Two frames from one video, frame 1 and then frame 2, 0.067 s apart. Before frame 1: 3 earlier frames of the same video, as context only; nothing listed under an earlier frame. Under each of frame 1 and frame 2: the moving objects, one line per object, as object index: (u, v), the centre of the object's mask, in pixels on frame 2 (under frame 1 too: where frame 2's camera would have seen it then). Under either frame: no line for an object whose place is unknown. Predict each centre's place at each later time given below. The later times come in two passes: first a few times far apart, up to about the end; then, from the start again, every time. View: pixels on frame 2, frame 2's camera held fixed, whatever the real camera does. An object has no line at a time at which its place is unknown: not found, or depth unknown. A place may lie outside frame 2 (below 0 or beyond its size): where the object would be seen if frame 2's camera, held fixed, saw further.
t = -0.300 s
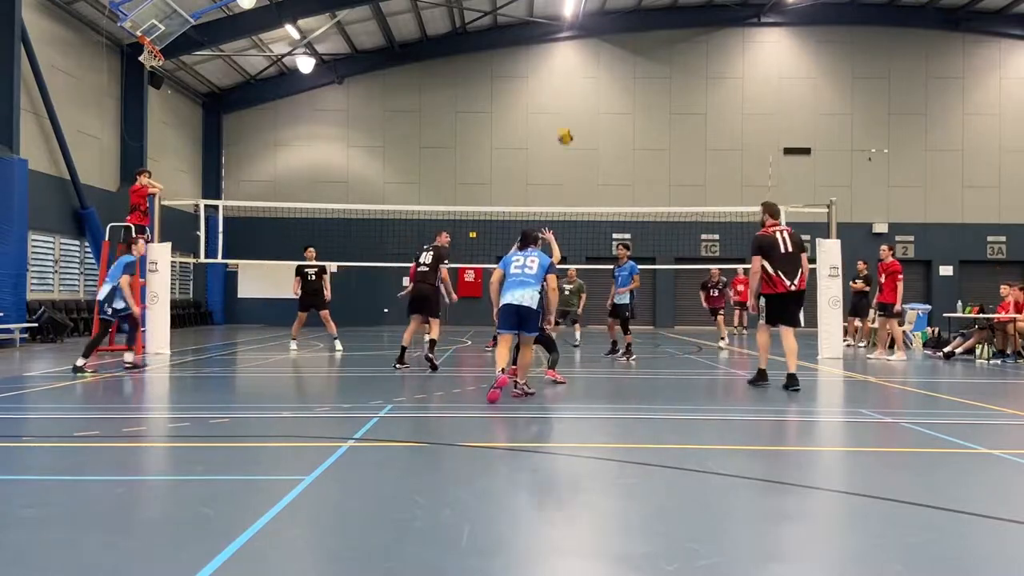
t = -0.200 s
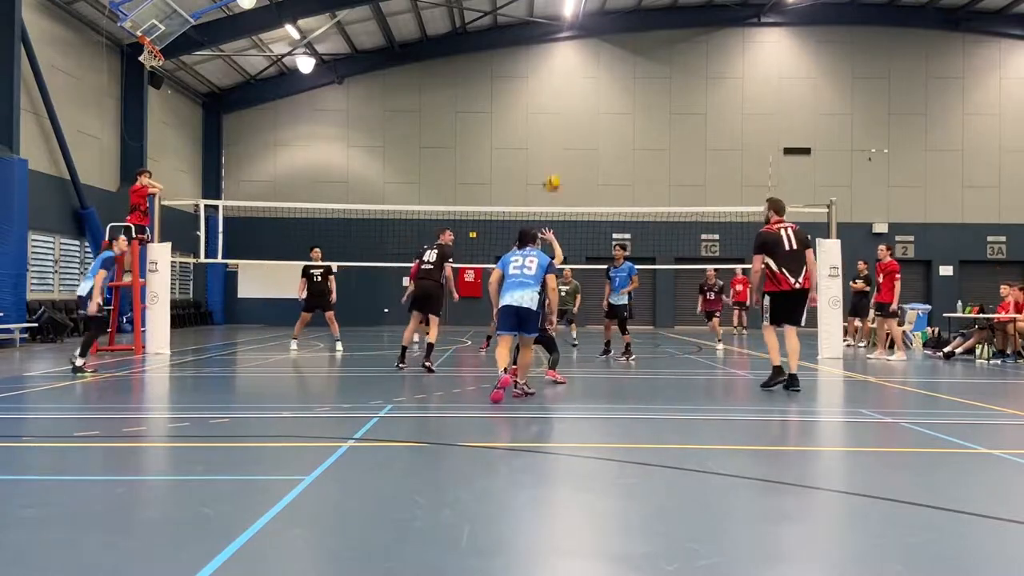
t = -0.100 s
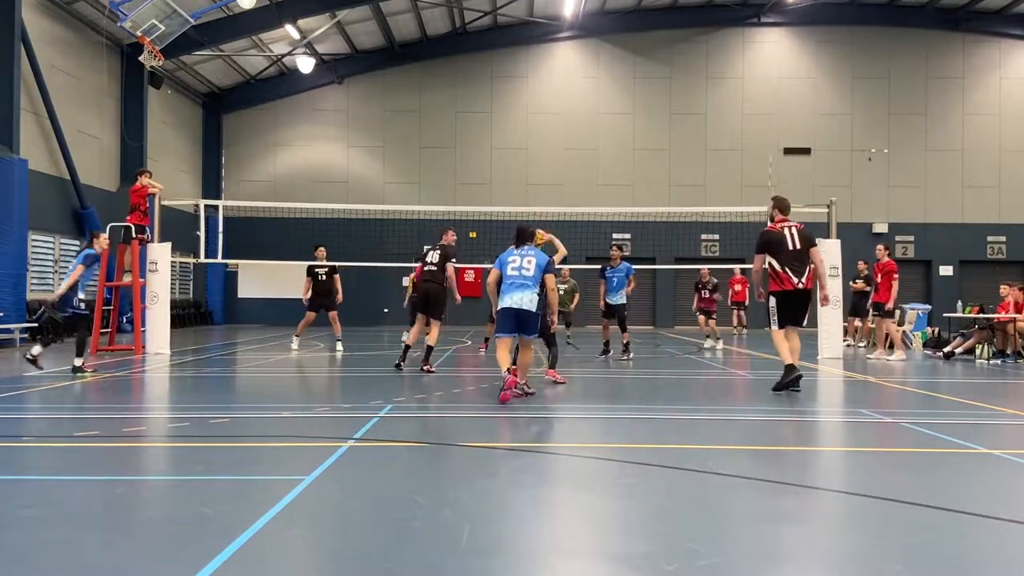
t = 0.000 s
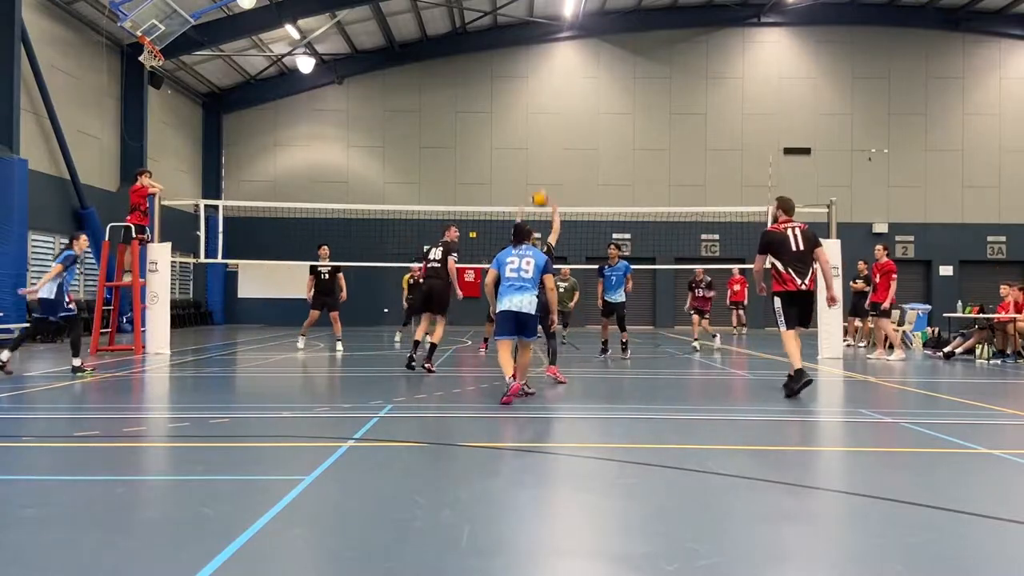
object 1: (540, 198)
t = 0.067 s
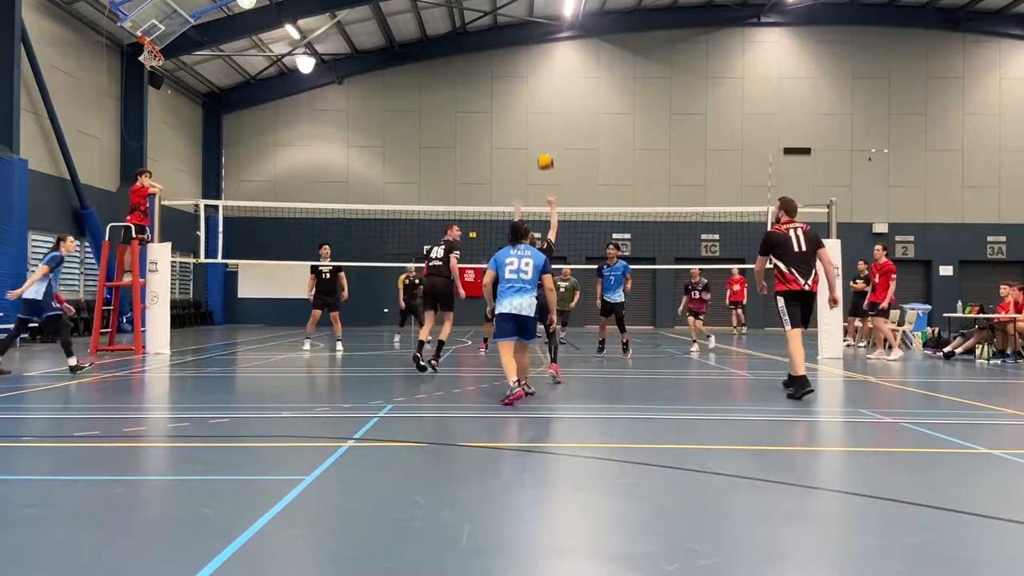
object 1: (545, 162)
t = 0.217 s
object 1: (555, 96)
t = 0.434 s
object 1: (568, 40)
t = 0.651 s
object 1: (579, 25)
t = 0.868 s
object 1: (588, 44)
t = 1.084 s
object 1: (596, 93)
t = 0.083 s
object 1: (546, 153)
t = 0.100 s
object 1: (547, 145)
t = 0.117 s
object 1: (548, 137)
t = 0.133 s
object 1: (550, 129)
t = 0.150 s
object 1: (551, 123)
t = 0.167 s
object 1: (552, 115)
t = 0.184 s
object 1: (553, 110)
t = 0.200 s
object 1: (554, 102)
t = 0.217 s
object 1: (555, 96)
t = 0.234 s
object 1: (556, 90)
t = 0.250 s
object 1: (557, 84)
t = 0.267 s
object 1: (558, 79)
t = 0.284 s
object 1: (559, 74)
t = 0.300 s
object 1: (560, 69)
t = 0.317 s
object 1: (561, 65)
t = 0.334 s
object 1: (562, 60)
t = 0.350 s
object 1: (563, 57)
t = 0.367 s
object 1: (564, 53)
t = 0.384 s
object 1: (564, 50)
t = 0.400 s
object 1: (566, 46)
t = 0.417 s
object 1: (567, 43)
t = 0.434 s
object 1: (568, 40)
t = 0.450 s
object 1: (569, 38)
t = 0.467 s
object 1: (569, 36)
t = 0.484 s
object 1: (571, 33)
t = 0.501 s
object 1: (571, 31)
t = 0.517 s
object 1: (572, 29)
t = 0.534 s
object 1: (573, 28)
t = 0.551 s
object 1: (574, 27)
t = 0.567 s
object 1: (575, 26)
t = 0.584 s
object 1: (576, 26)
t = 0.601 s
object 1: (577, 25)
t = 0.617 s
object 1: (577, 25)
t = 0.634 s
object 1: (578, 25)
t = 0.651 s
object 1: (579, 25)
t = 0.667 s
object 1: (579, 25)
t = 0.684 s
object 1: (580, 25)
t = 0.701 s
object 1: (581, 26)
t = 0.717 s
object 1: (581, 26)
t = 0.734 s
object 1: (583, 28)
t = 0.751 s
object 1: (584, 30)
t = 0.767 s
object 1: (584, 31)
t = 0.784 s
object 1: (585, 32)
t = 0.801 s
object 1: (585, 34)
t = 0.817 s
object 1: (586, 36)
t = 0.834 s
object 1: (587, 39)
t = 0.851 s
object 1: (588, 41)
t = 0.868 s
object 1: (588, 44)
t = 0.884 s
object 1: (589, 46)
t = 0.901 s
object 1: (590, 50)
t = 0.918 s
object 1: (590, 53)
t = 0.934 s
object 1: (591, 56)
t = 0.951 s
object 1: (591, 59)
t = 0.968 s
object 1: (592, 63)
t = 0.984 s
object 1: (593, 67)
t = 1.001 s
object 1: (593, 70)
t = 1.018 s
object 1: (594, 75)
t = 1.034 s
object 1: (594, 79)
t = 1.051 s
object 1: (595, 84)
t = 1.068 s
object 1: (596, 88)
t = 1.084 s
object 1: (596, 93)
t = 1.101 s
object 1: (597, 98)
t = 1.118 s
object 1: (597, 103)
